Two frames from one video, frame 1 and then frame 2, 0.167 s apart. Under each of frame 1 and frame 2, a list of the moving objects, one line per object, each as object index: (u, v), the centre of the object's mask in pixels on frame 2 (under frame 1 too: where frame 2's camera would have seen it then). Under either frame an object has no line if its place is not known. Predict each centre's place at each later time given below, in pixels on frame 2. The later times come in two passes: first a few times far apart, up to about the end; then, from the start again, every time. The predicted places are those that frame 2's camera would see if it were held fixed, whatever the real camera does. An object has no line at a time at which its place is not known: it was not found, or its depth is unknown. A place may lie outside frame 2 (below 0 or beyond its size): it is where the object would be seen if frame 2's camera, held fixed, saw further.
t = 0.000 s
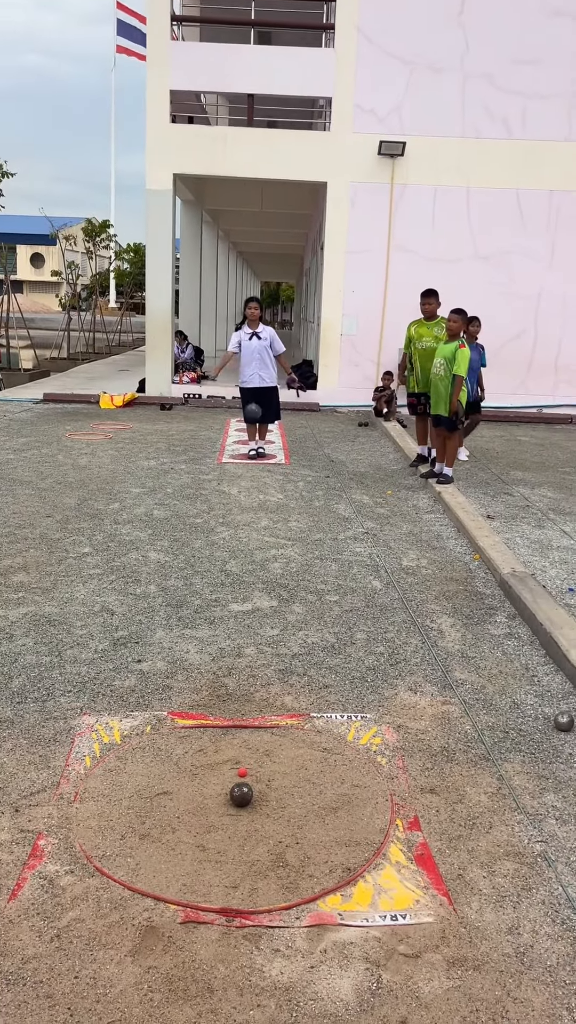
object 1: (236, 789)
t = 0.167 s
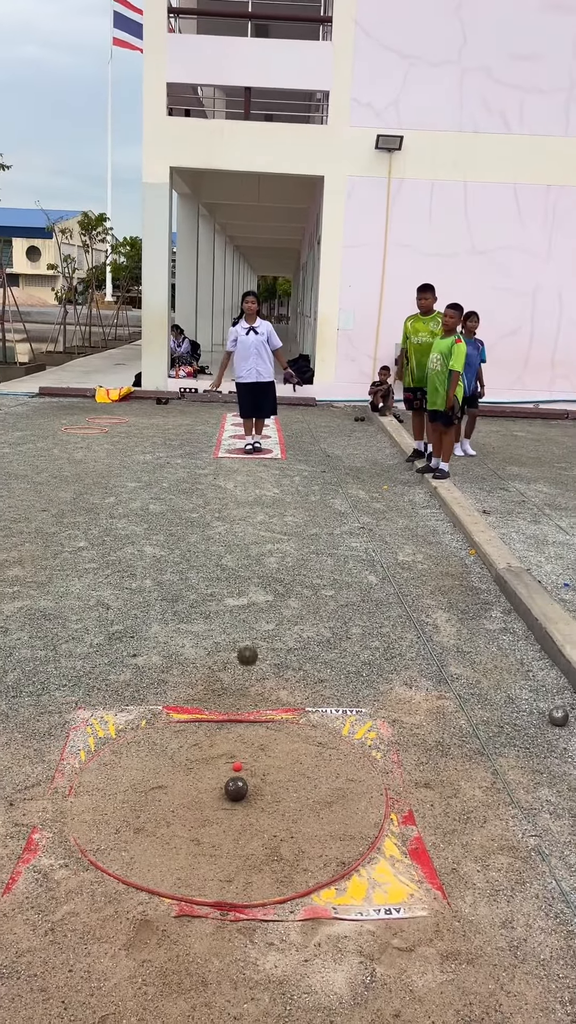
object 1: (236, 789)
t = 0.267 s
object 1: (225, 805)
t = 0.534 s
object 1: (184, 865)
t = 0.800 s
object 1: (161, 898)
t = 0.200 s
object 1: (236, 789)
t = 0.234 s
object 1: (233, 792)
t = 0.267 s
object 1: (225, 805)
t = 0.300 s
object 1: (219, 815)
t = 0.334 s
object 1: (212, 824)
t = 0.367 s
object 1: (206, 832)
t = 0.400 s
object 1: (201, 839)
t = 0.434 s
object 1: (196, 846)
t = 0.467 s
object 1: (192, 852)
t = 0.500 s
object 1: (188, 858)
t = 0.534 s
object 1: (184, 865)
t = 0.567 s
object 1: (180, 870)
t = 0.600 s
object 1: (177, 873)
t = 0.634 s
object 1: (174, 878)
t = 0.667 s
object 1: (172, 882)
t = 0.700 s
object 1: (169, 886)
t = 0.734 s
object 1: (166, 892)
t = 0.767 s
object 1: (163, 895)
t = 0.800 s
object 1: (161, 898)
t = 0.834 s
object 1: (158, 902)
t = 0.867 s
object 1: (156, 903)
